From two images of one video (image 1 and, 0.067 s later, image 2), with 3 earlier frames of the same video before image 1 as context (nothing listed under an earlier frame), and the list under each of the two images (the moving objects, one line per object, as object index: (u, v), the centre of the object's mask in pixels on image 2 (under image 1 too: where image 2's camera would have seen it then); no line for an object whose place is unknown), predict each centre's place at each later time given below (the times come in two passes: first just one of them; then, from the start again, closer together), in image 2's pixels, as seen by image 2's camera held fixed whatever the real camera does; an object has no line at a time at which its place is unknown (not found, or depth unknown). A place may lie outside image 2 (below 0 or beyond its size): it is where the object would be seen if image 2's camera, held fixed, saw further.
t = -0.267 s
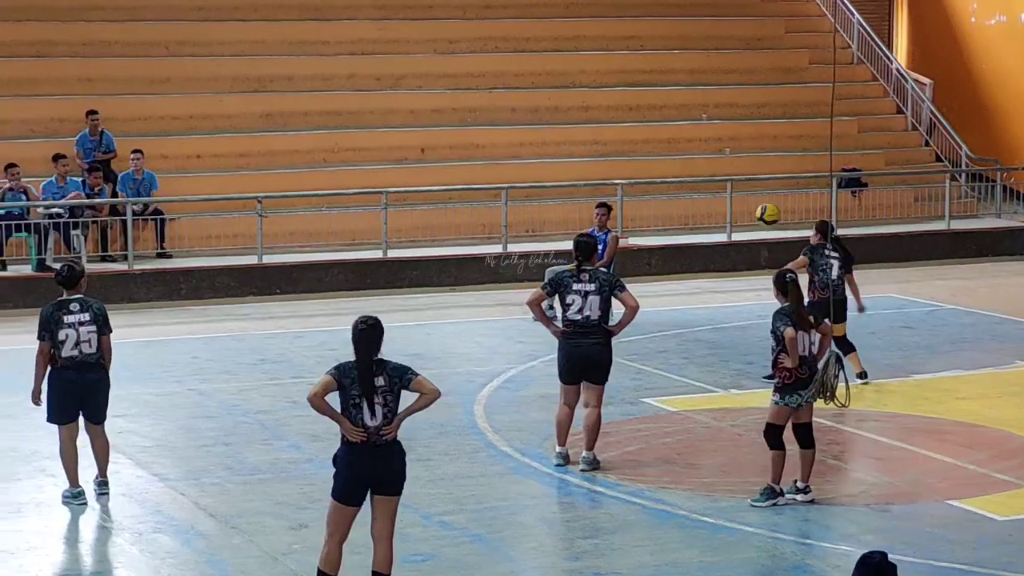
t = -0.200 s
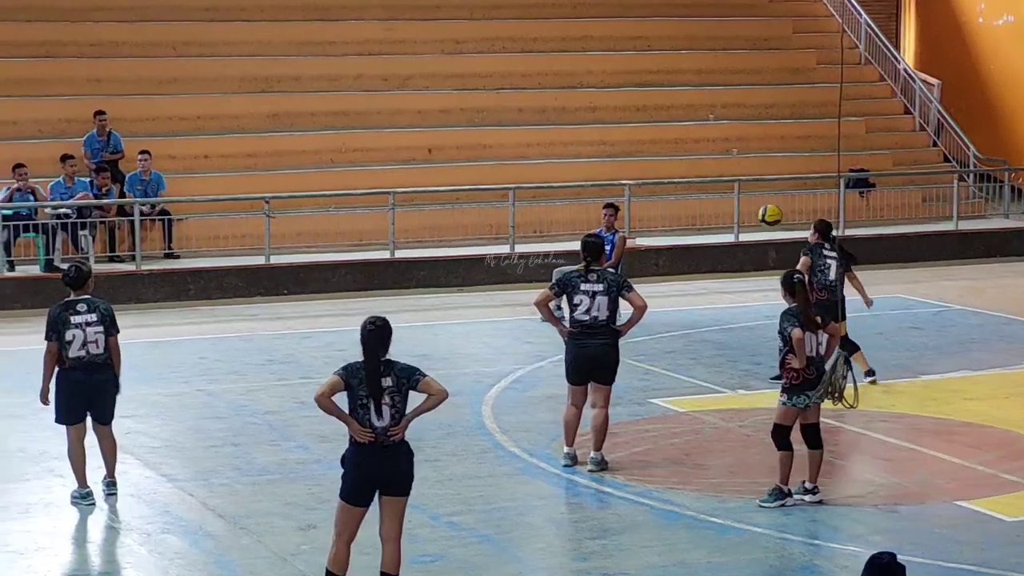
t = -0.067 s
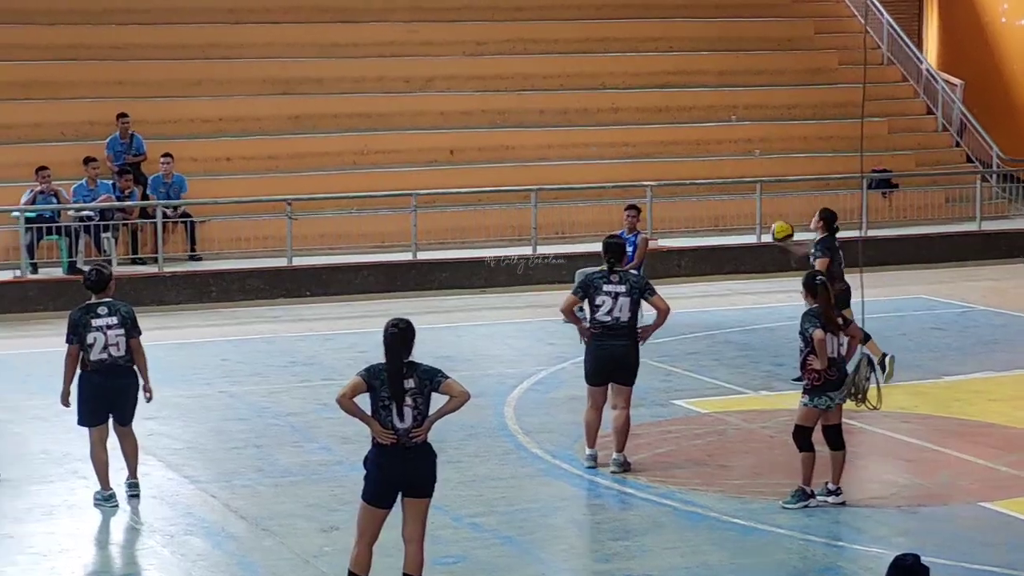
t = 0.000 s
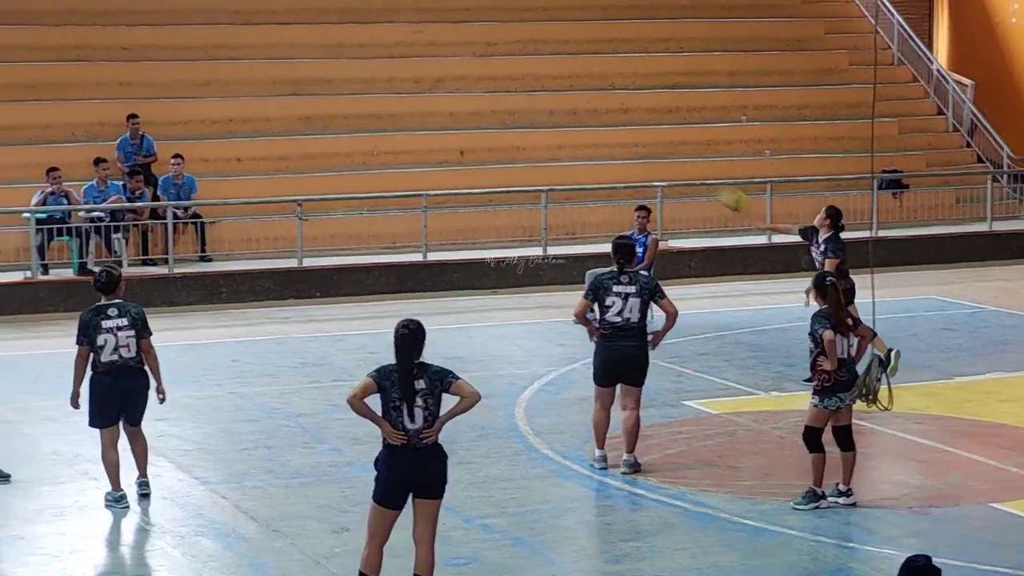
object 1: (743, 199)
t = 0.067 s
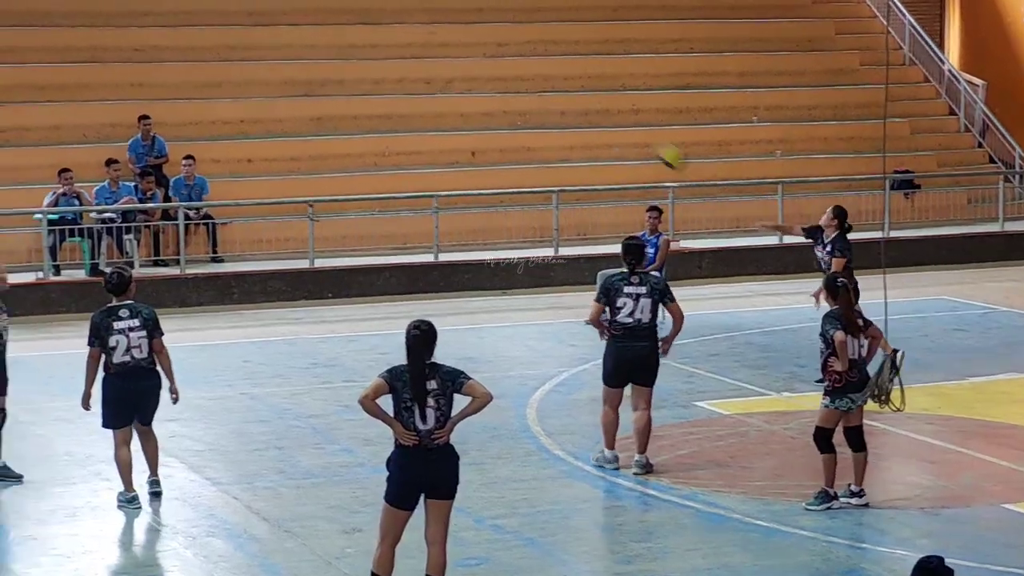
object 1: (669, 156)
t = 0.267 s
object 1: (426, 51)
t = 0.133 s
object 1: (591, 116)
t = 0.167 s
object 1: (552, 99)
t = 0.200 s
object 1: (510, 81)
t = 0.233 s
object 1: (470, 66)
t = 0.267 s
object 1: (426, 51)
